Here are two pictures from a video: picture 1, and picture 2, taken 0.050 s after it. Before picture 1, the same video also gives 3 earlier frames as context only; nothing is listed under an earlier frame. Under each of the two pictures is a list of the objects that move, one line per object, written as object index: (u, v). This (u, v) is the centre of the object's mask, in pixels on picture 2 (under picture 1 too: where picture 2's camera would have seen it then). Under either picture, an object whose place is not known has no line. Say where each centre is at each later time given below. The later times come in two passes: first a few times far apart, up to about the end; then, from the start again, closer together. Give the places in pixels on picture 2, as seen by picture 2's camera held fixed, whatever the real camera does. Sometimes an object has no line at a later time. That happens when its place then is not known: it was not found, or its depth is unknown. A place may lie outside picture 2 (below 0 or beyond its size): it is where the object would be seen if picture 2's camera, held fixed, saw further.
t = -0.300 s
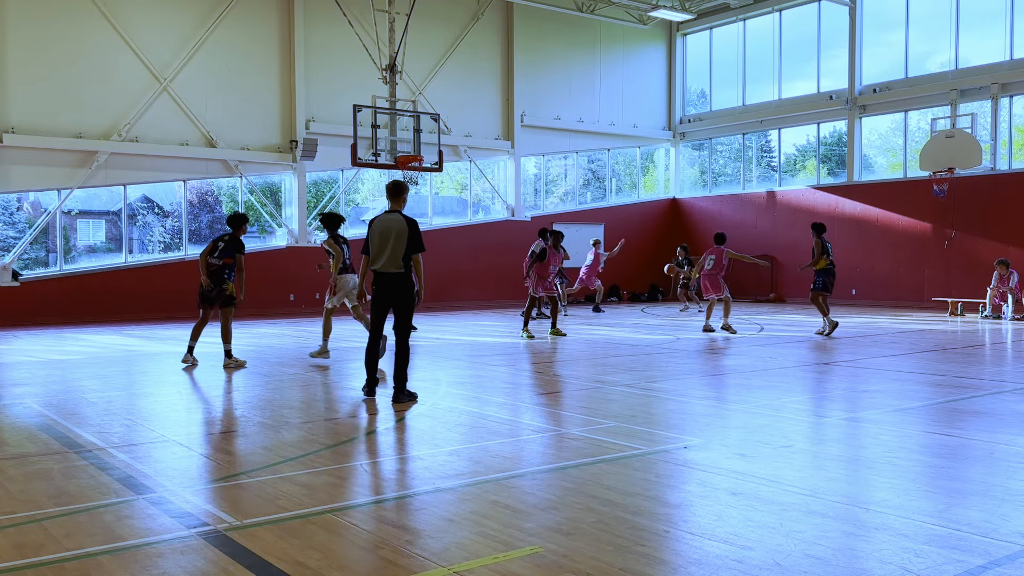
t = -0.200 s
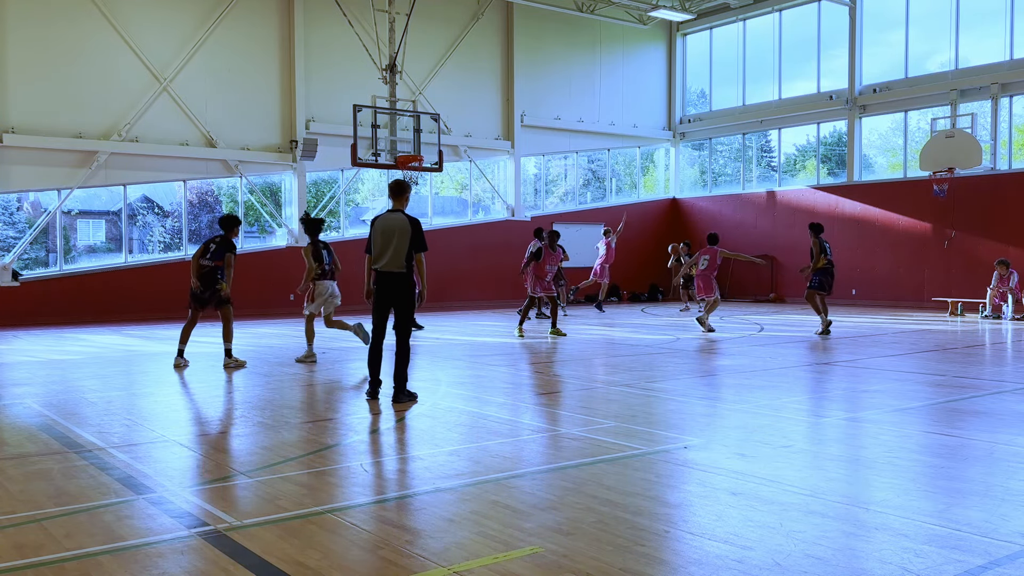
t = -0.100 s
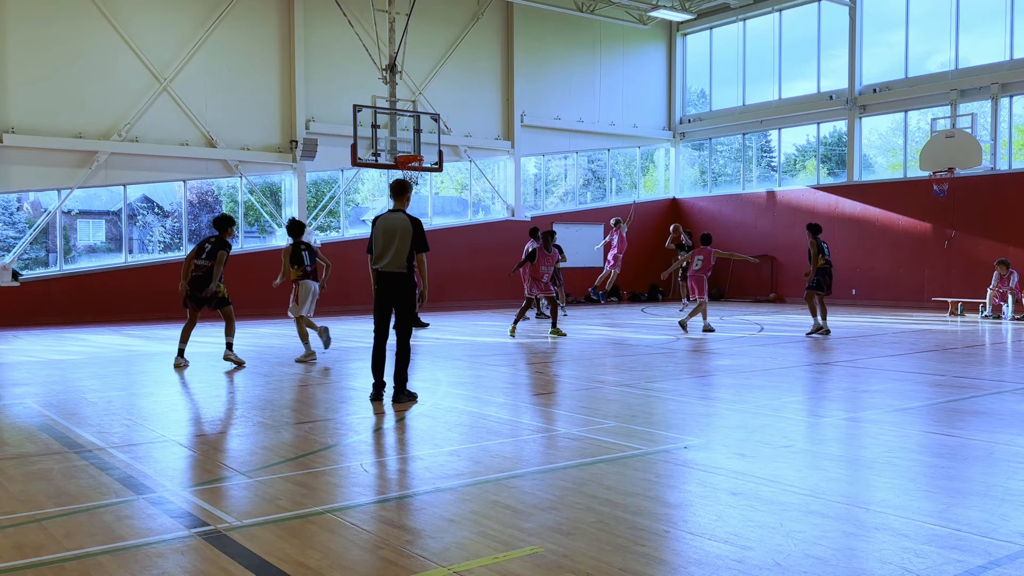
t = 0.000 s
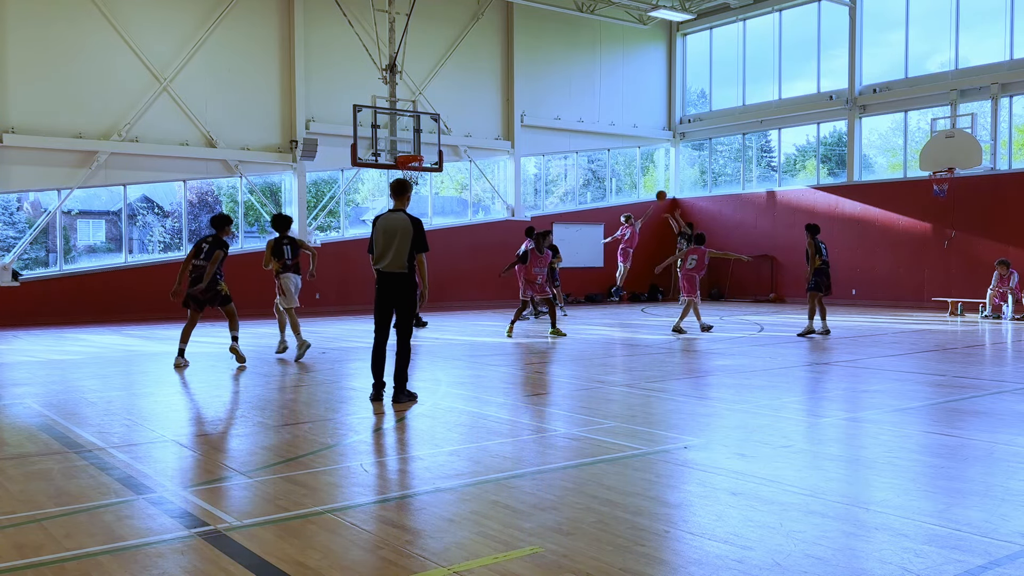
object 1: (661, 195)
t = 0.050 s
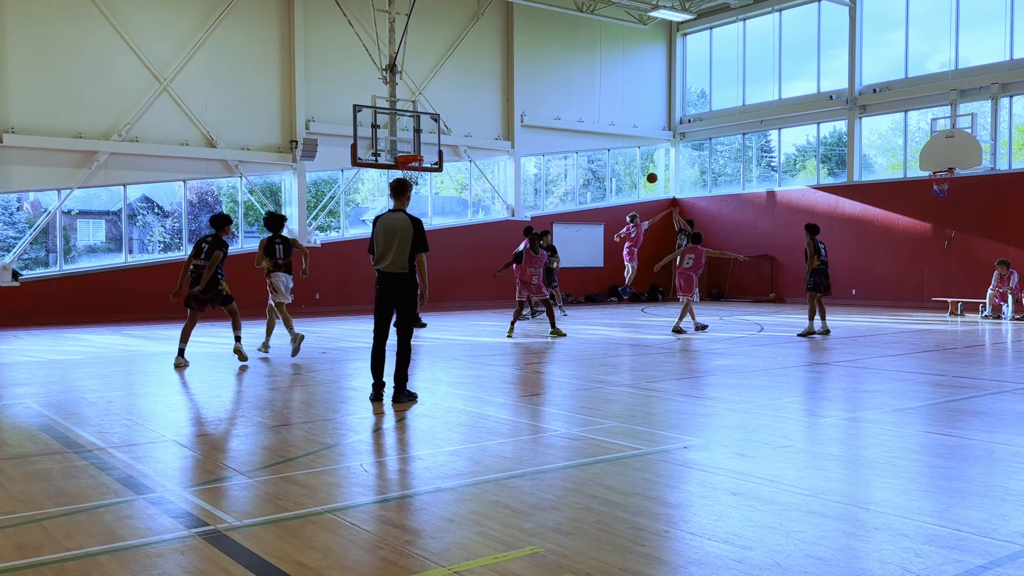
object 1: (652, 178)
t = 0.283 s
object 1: (609, 110)
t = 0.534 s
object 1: (561, 63)
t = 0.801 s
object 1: (509, 46)
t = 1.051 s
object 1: (458, 62)
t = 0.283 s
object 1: (609, 110)
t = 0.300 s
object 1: (605, 105)
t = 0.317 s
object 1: (602, 102)
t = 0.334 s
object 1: (599, 98)
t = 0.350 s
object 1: (596, 94)
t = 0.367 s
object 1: (593, 91)
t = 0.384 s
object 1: (590, 87)
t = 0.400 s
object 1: (587, 84)
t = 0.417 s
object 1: (583, 81)
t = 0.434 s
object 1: (580, 78)
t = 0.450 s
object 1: (577, 75)
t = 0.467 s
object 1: (574, 72)
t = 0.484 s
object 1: (571, 70)
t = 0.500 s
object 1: (568, 67)
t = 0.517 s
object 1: (564, 65)
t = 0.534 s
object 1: (561, 63)
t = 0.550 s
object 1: (558, 61)
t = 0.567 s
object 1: (555, 59)
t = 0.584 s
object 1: (552, 57)
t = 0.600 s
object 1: (548, 55)
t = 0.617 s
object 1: (545, 54)
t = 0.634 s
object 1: (542, 52)
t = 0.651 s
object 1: (538, 51)
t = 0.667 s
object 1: (535, 50)
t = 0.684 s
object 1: (532, 49)
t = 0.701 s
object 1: (529, 48)
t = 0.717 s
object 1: (525, 47)
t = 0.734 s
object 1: (522, 47)
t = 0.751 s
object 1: (519, 46)
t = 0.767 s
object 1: (515, 46)
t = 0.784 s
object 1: (512, 46)
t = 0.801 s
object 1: (509, 46)
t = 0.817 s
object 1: (505, 46)
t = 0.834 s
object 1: (502, 46)
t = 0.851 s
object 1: (499, 47)
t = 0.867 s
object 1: (495, 47)
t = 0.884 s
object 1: (492, 48)
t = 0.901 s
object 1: (489, 49)
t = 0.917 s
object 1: (485, 49)
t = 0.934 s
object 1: (482, 51)
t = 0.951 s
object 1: (478, 52)
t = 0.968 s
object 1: (475, 53)
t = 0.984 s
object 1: (472, 55)
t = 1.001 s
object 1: (468, 56)
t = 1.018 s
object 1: (465, 58)
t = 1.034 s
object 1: (462, 60)
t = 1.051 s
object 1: (458, 62)
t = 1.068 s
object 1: (455, 65)
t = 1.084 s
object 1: (451, 67)
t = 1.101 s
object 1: (448, 69)
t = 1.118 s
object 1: (445, 72)
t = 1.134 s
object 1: (441, 75)
